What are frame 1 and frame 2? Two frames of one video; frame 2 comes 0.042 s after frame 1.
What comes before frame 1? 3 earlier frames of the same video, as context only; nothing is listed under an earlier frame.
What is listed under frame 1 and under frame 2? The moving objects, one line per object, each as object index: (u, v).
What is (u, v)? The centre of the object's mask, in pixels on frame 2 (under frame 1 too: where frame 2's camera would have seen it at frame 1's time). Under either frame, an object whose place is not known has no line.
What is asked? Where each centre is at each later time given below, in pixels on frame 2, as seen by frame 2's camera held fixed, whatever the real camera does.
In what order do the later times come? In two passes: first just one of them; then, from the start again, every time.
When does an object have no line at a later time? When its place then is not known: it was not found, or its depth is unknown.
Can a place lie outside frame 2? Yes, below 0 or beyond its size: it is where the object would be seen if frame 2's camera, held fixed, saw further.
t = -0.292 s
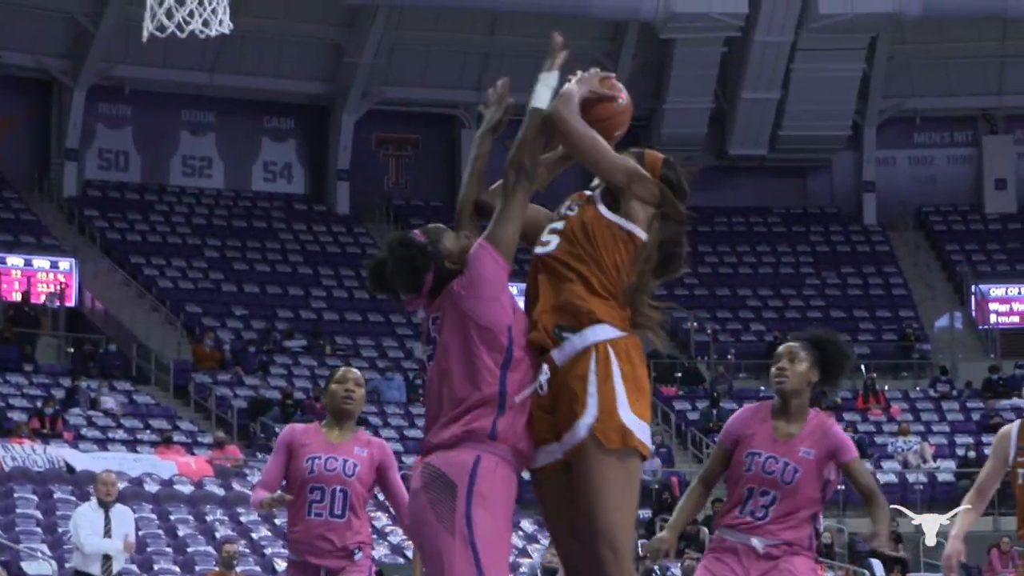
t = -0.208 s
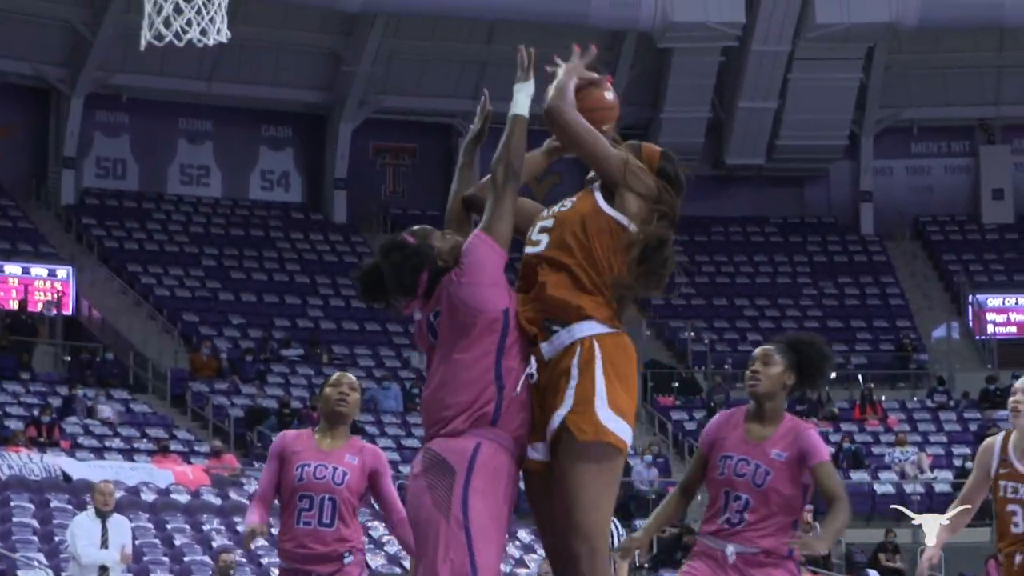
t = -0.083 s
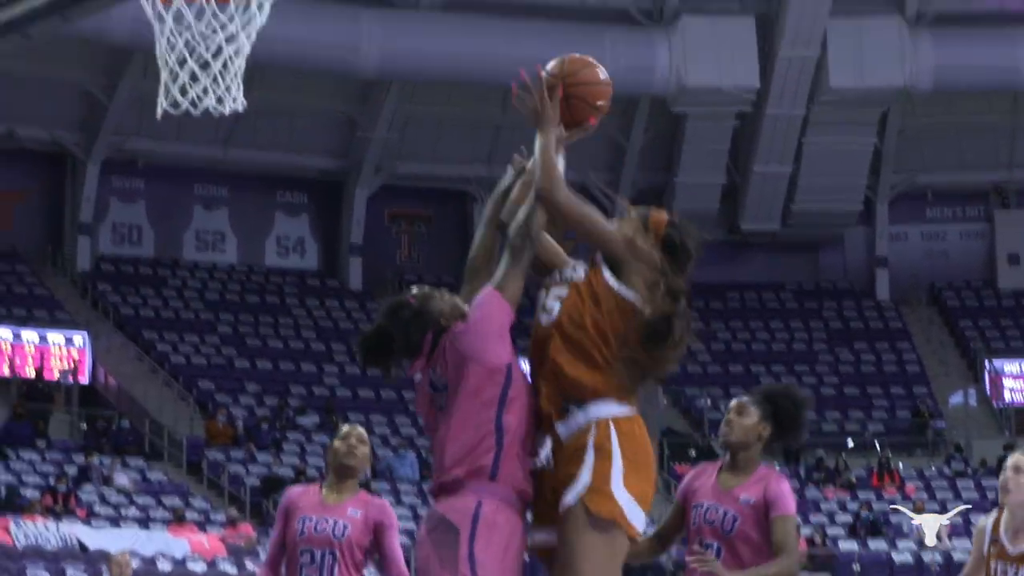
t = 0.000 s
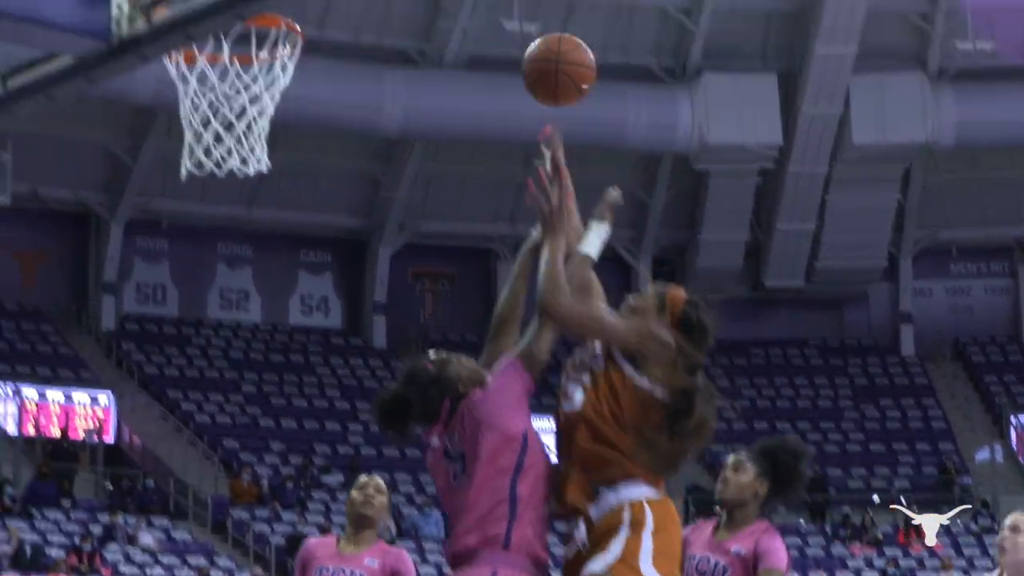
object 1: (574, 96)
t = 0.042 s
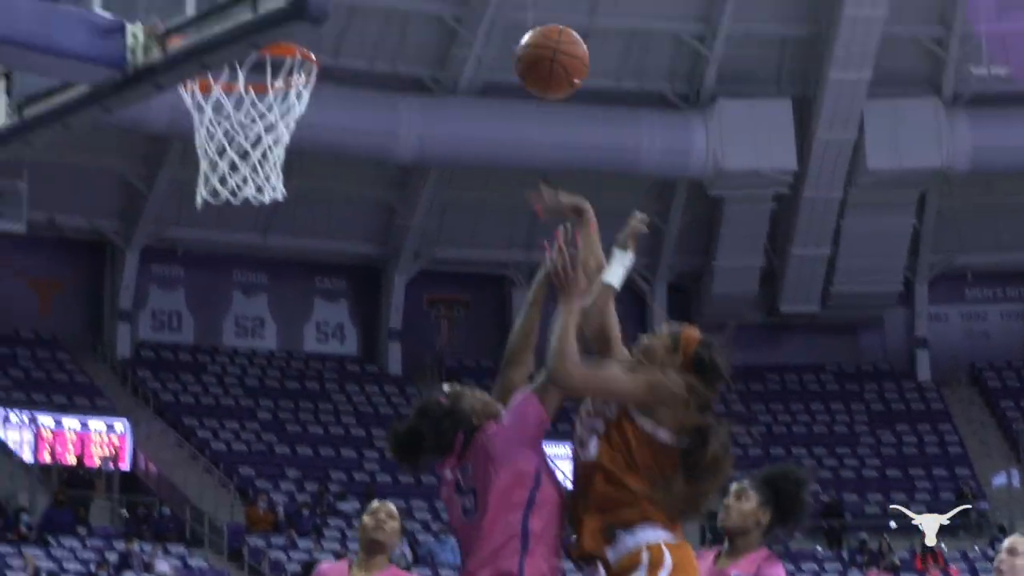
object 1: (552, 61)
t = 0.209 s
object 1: (468, -50)
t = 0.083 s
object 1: (530, 26)
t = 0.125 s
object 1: (509, -3)
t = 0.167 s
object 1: (489, -29)
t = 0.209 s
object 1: (468, -50)
